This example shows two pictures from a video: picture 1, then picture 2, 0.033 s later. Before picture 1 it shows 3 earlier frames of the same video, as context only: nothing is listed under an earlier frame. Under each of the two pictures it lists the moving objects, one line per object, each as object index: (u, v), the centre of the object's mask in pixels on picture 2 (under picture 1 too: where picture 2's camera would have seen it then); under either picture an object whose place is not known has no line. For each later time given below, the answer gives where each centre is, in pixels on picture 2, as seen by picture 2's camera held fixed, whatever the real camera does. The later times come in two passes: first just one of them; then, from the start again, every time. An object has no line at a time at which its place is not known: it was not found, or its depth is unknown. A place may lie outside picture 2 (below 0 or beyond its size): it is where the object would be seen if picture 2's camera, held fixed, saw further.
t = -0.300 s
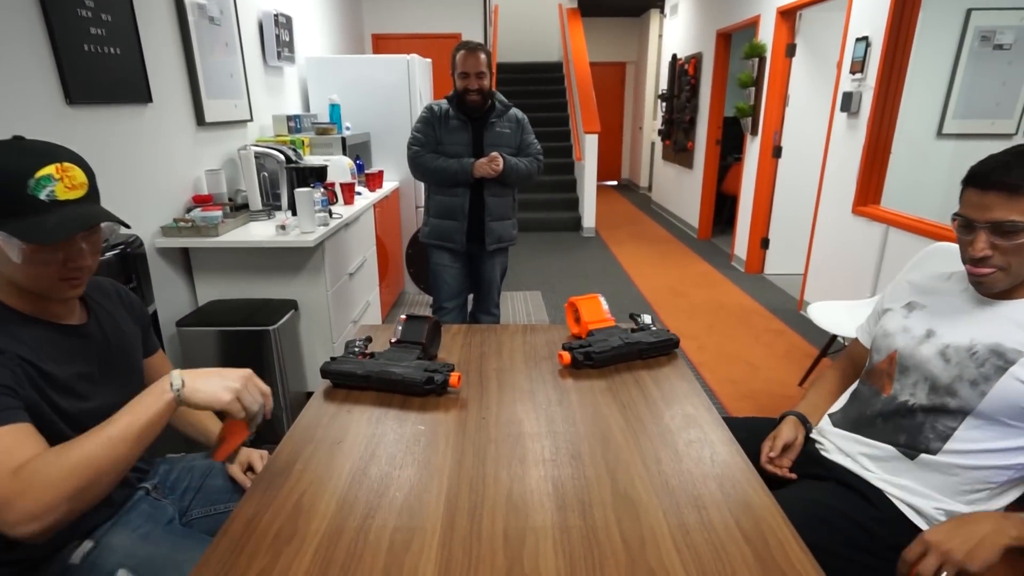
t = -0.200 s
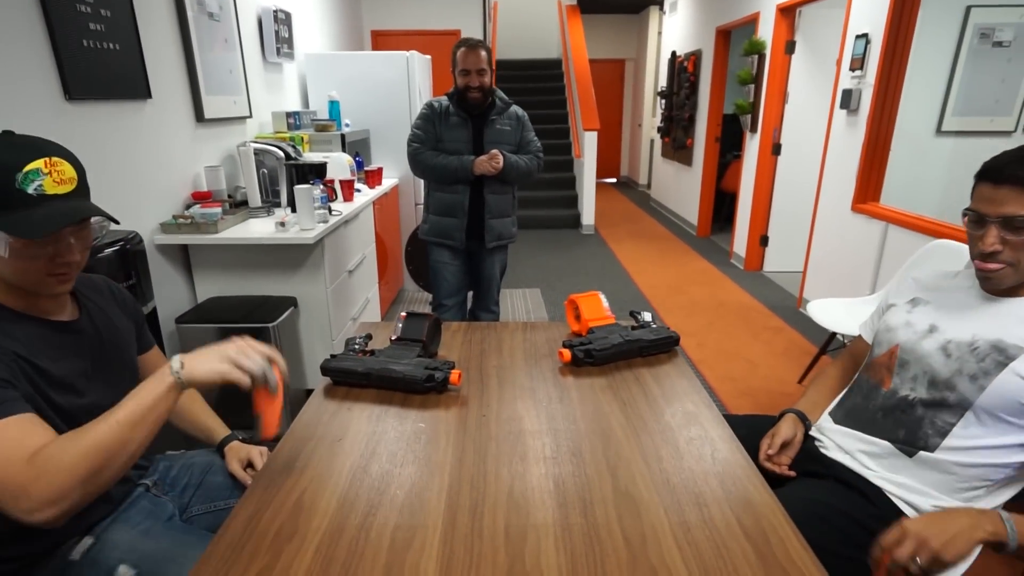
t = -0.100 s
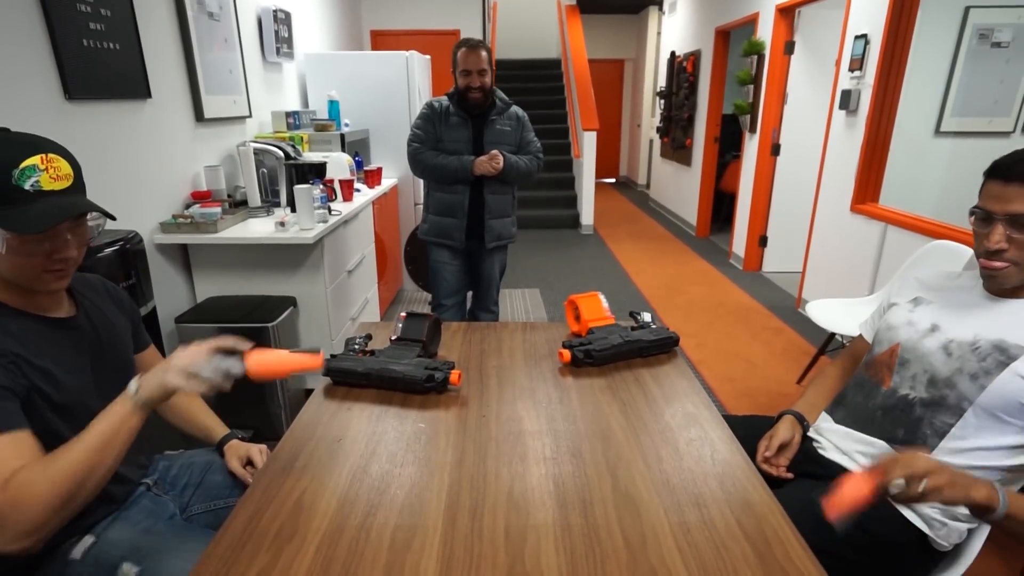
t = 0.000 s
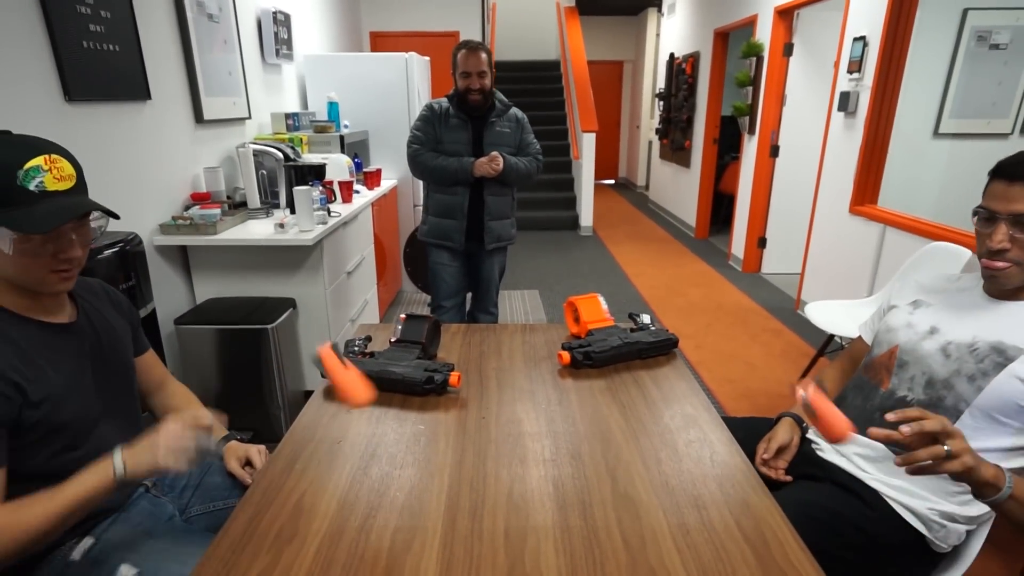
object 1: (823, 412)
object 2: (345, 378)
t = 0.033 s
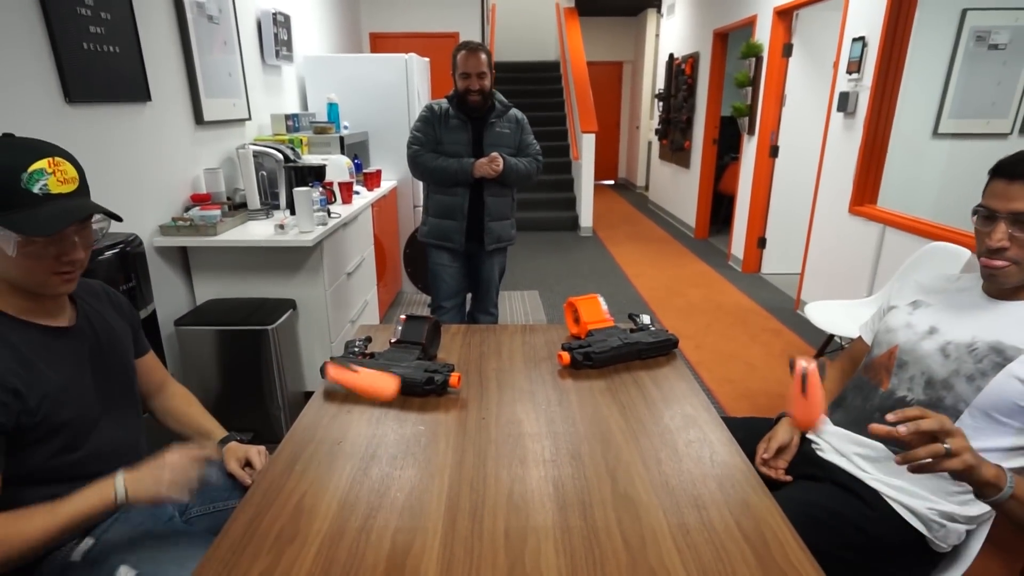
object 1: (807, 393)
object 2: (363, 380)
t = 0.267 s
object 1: (694, 407)
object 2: (388, 412)
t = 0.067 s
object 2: (374, 388)
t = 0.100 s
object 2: (381, 401)
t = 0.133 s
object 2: (382, 424)
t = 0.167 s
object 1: (736, 364)
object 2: (384, 426)
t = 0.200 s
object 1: (721, 372)
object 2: (386, 415)
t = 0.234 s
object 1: (707, 383)
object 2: (386, 410)
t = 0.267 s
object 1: (694, 407)
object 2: (388, 412)
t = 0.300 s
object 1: (680, 439)
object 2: (389, 418)
